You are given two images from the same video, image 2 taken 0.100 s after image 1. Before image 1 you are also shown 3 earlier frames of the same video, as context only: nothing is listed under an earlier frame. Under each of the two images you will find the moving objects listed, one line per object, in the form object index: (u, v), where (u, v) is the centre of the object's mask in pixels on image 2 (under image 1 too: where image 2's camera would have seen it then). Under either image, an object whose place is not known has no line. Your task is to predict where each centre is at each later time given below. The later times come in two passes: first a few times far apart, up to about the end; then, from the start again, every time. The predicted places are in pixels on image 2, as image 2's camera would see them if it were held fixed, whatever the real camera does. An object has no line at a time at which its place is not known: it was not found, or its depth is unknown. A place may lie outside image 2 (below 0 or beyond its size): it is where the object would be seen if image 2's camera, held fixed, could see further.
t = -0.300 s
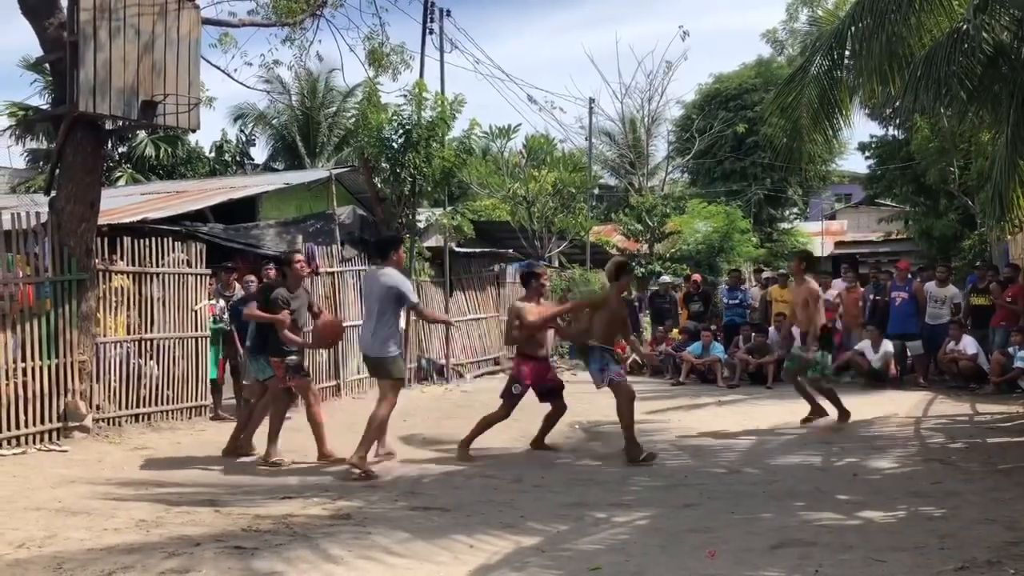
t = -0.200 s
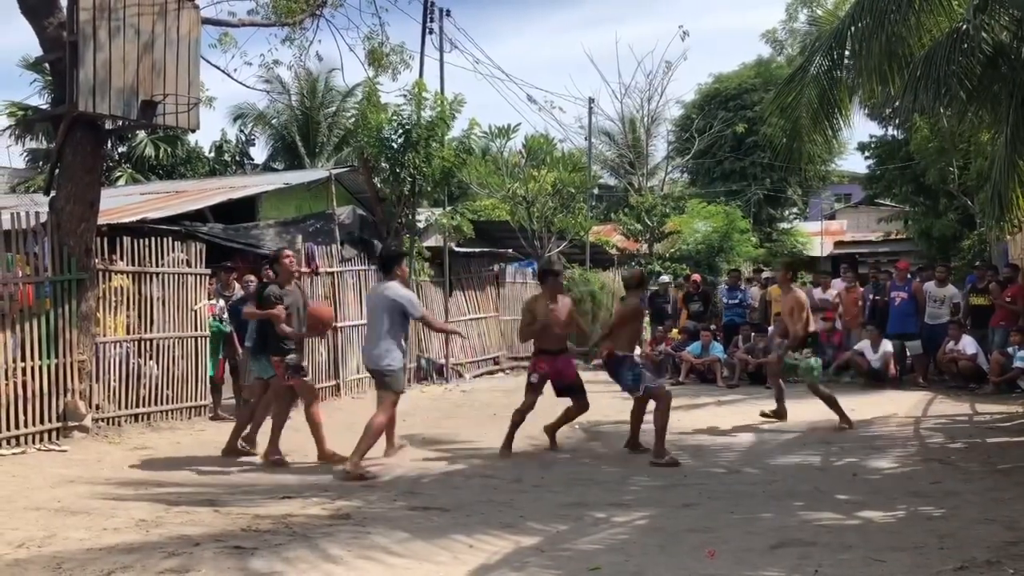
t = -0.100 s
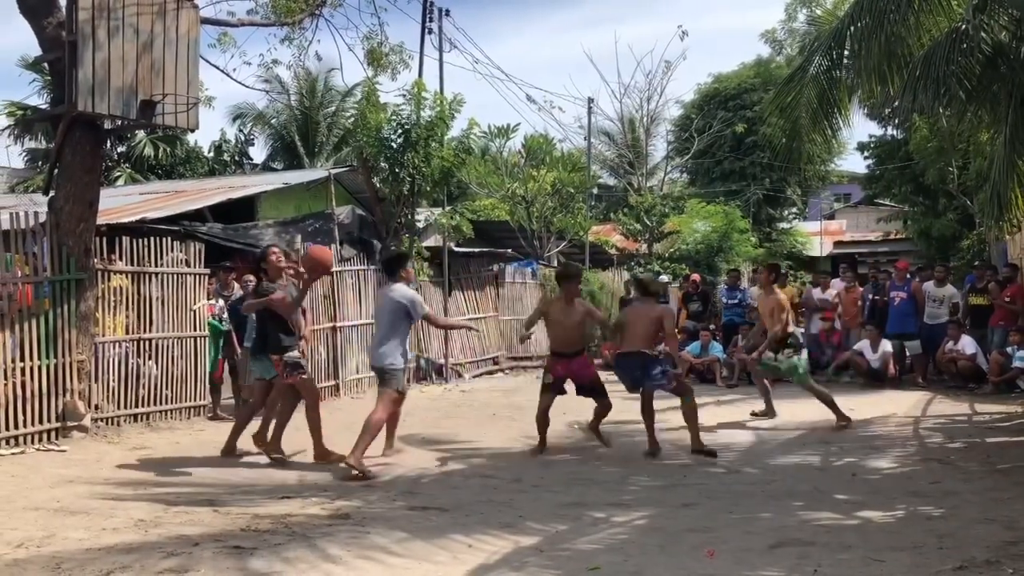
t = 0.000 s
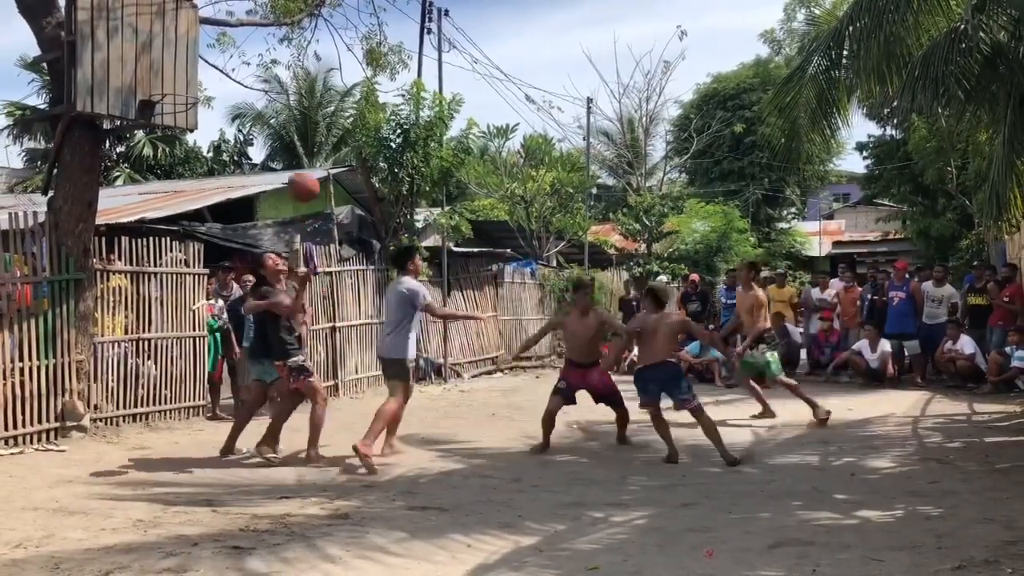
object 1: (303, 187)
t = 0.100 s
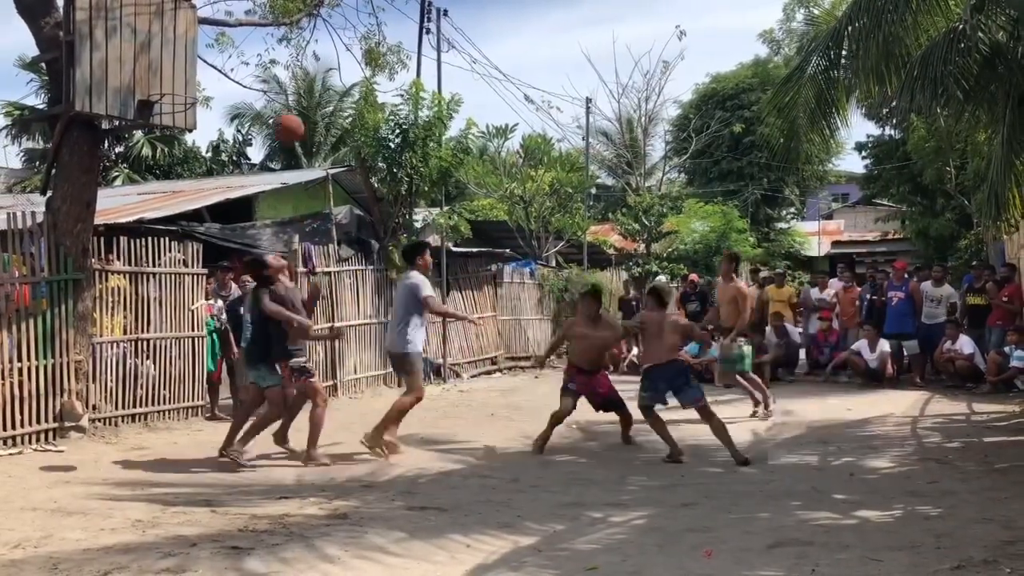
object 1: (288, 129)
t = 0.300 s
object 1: (262, 52)
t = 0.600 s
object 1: (227, 34)
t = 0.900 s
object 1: (195, 122)
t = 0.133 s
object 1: (283, 112)
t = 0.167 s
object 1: (279, 96)
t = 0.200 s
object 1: (274, 83)
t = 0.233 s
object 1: (270, 72)
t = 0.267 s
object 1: (266, 61)
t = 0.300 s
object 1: (262, 52)
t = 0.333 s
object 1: (258, 44)
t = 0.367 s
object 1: (254, 38)
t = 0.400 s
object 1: (249, 33)
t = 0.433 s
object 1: (246, 30)
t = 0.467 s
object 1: (242, 28)
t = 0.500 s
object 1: (238, 27)
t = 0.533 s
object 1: (235, 28)
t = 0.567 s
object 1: (231, 30)
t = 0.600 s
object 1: (227, 34)
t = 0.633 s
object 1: (224, 38)
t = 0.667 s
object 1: (220, 45)
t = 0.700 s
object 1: (216, 51)
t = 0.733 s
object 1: (212, 61)
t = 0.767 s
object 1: (209, 70)
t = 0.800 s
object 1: (205, 81)
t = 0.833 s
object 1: (202, 94)
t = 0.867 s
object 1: (199, 108)
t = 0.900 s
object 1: (195, 122)
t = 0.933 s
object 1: (193, 138)
